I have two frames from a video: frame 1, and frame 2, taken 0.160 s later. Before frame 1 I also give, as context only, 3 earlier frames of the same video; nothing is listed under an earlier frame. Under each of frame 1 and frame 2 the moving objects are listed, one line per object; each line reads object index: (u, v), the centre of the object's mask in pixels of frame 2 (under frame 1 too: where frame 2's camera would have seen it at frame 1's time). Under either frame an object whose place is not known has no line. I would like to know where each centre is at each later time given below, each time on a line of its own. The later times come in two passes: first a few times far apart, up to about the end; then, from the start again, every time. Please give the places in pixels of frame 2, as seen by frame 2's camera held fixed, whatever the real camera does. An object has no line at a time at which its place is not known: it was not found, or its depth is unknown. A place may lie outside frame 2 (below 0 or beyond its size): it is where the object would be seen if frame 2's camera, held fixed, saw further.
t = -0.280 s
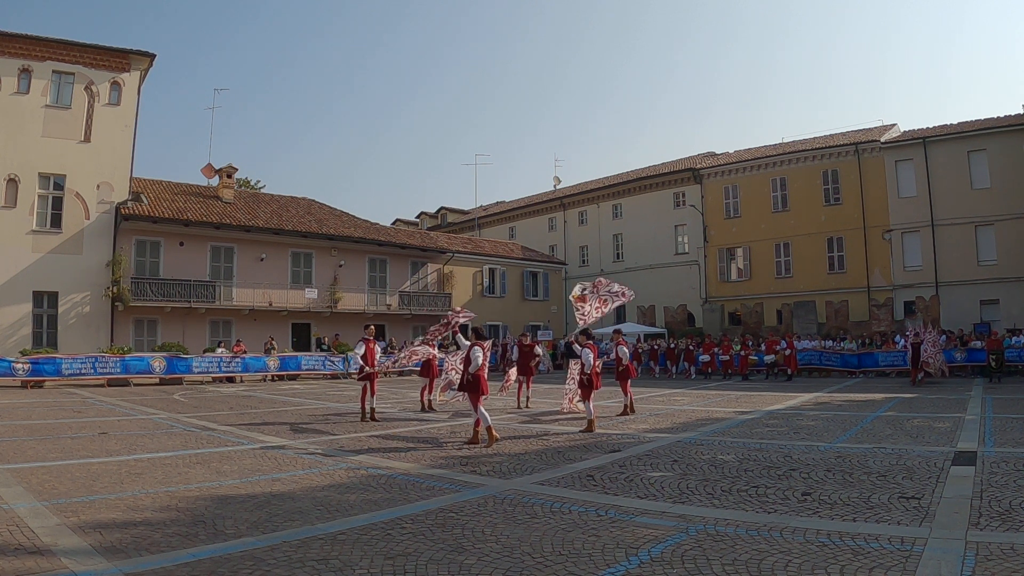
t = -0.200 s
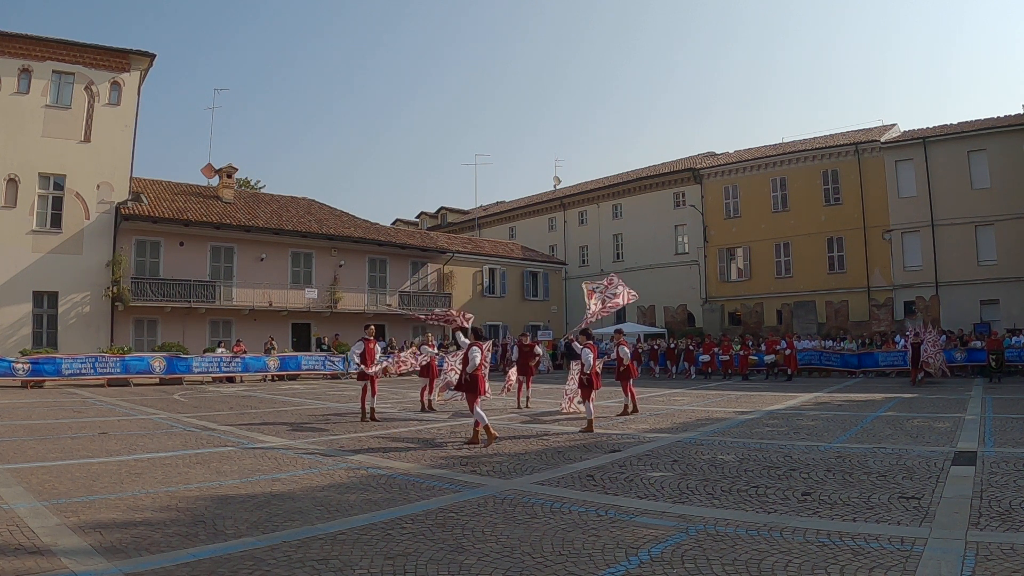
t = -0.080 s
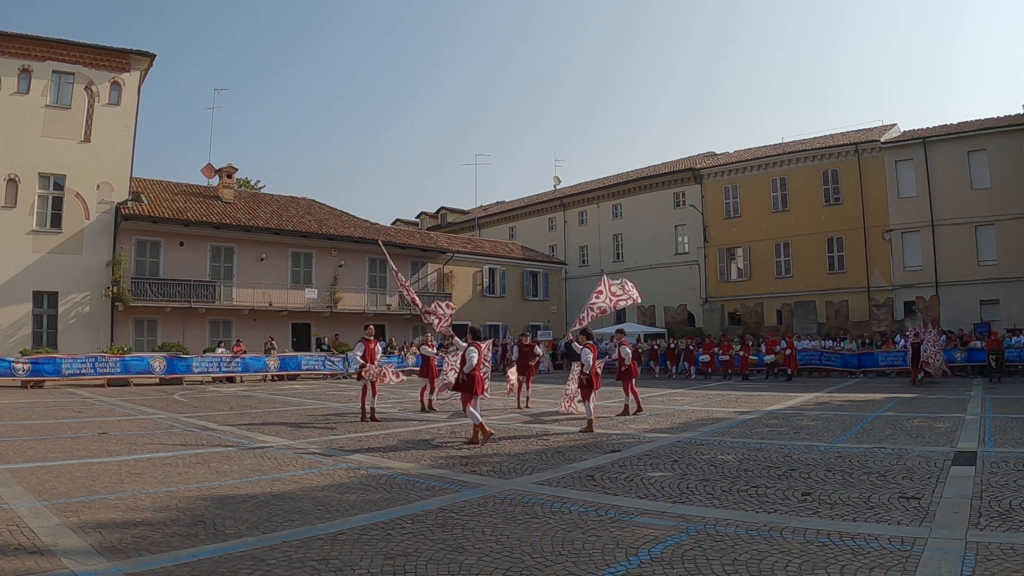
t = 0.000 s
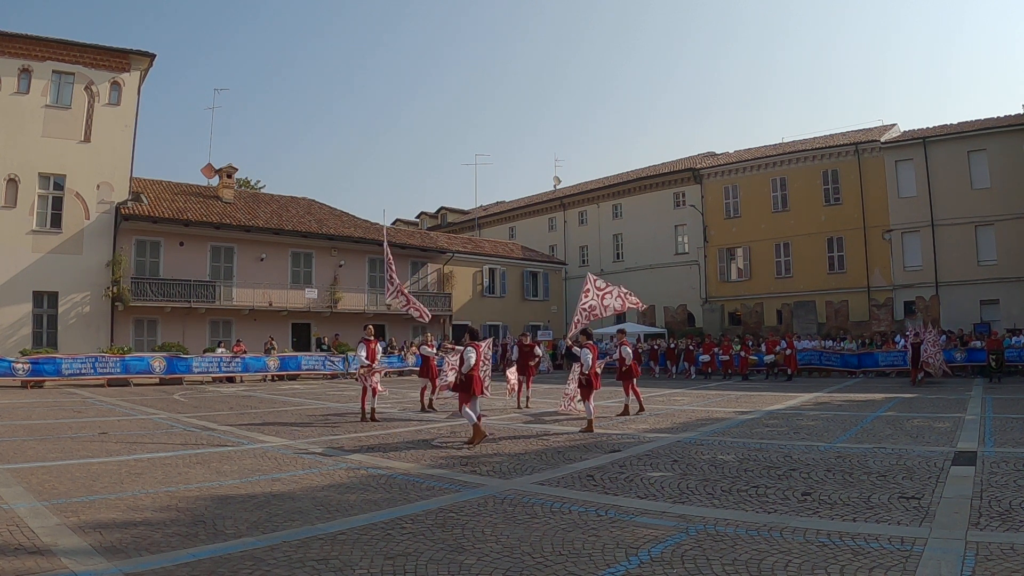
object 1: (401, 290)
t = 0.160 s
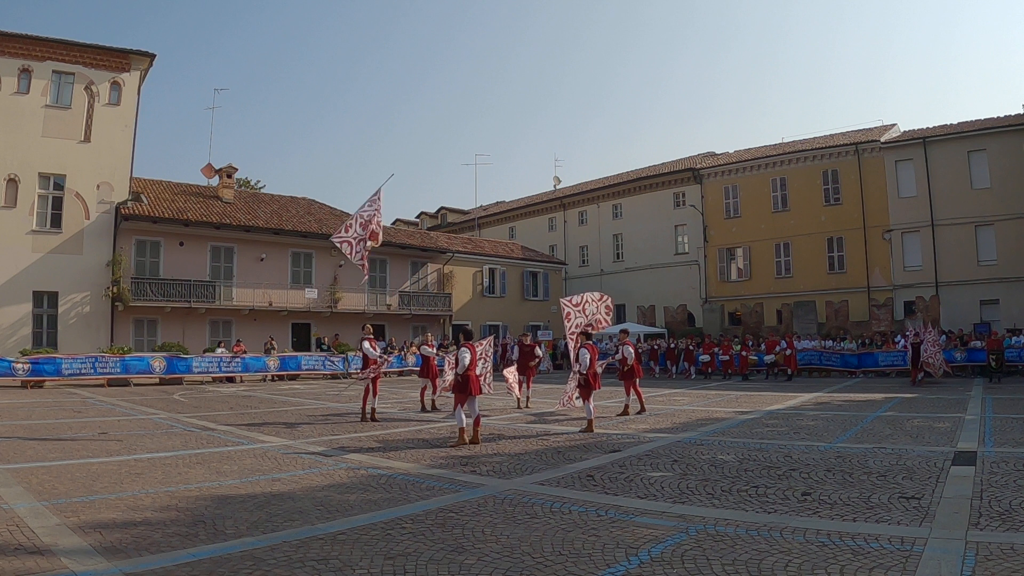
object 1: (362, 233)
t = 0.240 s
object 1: (353, 216)
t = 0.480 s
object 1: (341, 179)
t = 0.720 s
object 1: (338, 175)
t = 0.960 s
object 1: (351, 182)
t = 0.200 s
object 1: (357, 225)
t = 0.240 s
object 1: (353, 216)
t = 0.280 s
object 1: (349, 207)
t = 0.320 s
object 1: (347, 199)
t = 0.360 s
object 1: (346, 192)
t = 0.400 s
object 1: (344, 187)
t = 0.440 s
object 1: (343, 183)
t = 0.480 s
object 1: (341, 179)
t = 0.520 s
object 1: (339, 177)
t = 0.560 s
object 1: (338, 176)
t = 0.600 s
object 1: (338, 176)
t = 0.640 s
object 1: (338, 175)
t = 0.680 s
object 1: (338, 175)
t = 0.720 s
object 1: (338, 175)
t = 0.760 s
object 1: (339, 175)
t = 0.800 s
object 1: (339, 175)
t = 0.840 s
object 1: (341, 175)
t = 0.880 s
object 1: (342, 176)
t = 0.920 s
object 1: (346, 177)
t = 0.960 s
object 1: (351, 182)
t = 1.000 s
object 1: (358, 189)
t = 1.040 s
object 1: (363, 197)
